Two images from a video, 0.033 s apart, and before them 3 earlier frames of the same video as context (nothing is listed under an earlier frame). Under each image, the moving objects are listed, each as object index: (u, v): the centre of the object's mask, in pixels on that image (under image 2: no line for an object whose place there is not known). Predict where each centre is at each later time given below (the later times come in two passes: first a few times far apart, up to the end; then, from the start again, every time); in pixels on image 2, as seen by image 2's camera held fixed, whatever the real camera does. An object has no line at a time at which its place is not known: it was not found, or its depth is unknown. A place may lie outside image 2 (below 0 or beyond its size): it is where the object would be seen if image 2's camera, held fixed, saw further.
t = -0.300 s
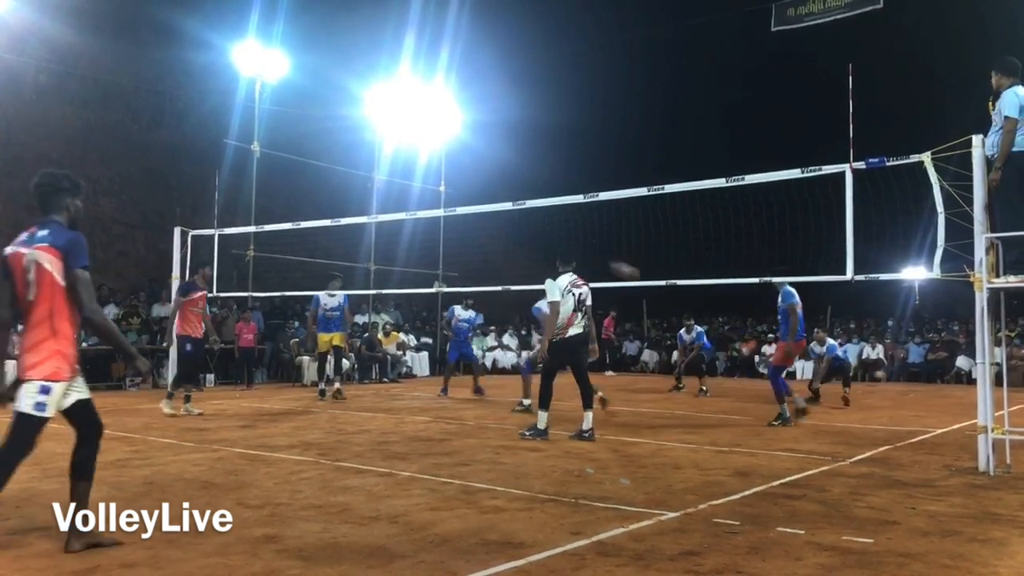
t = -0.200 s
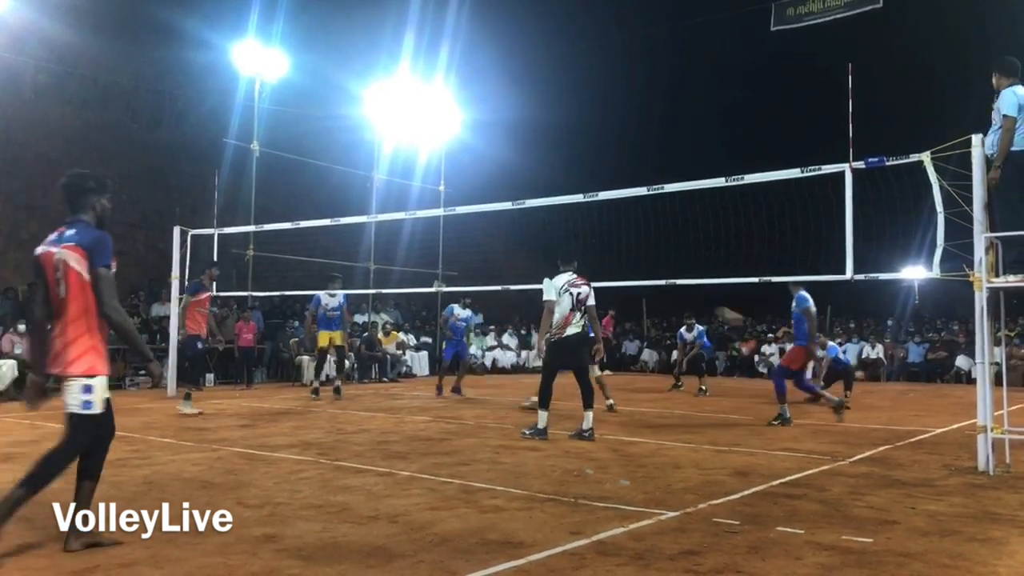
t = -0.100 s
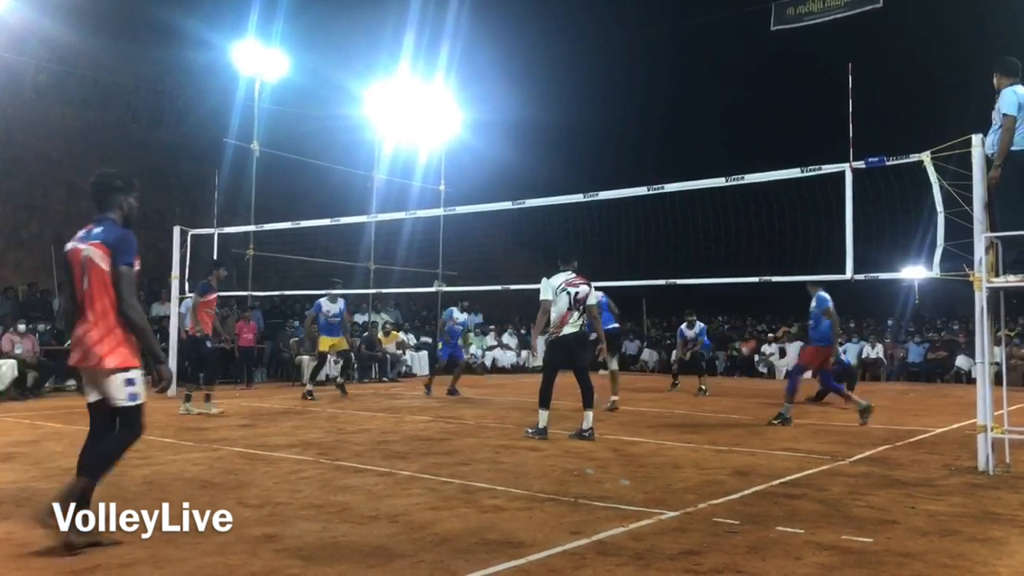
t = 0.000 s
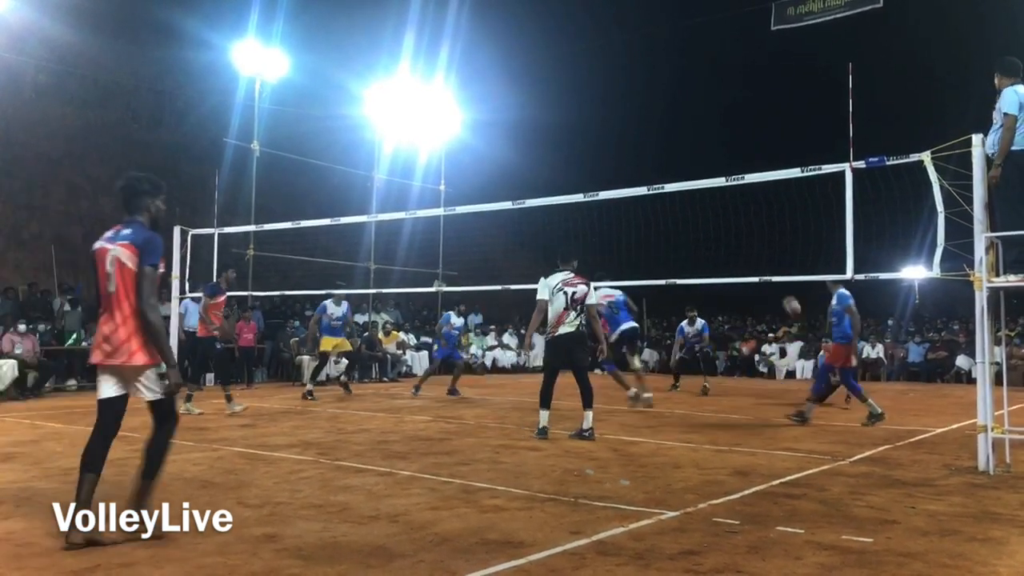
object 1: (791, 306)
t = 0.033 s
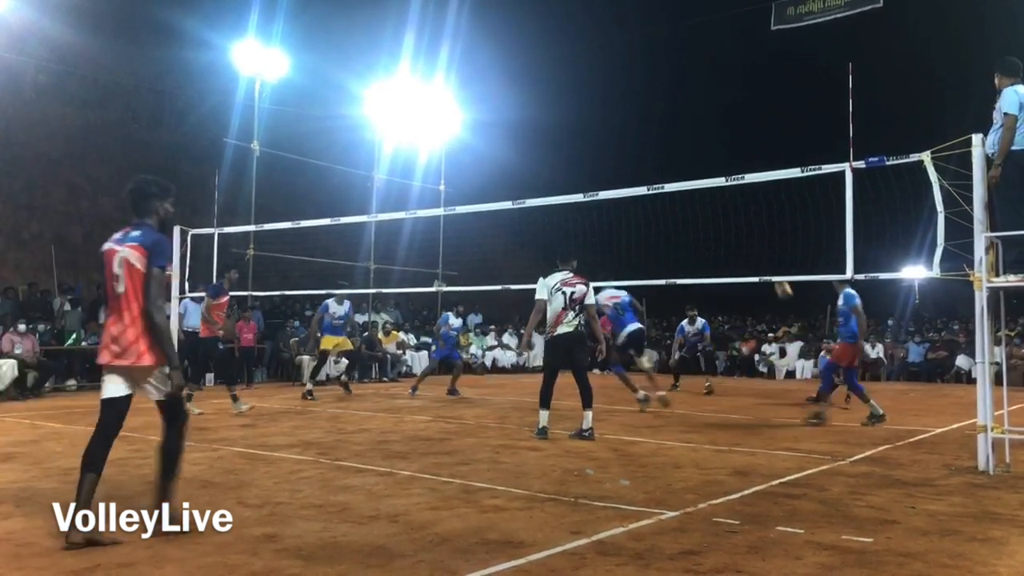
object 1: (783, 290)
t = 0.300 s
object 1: (720, 188)
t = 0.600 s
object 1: (652, 124)
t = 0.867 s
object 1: (594, 123)
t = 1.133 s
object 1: (538, 169)
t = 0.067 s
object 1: (774, 270)
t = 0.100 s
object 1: (766, 258)
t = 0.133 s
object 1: (758, 243)
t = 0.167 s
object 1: (750, 229)
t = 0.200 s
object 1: (742, 217)
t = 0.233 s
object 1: (734, 206)
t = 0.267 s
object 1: (726, 194)
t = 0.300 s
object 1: (720, 188)
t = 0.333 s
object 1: (710, 172)
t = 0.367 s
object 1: (703, 165)
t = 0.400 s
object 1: (695, 157)
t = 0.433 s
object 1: (687, 150)
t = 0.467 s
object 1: (680, 143)
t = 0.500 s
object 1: (673, 137)
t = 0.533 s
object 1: (665, 132)
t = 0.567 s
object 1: (658, 128)
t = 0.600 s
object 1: (652, 124)
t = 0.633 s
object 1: (644, 122)
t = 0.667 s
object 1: (637, 120)
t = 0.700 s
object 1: (629, 118)
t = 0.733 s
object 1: (622, 118)
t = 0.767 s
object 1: (616, 118)
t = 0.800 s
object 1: (608, 119)
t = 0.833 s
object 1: (601, 121)
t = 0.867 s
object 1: (594, 123)
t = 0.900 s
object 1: (587, 127)
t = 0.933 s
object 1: (580, 130)
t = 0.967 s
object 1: (573, 135)
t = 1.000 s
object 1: (566, 141)
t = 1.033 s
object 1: (559, 146)
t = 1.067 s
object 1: (552, 153)
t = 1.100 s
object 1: (544, 161)
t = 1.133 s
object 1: (538, 169)
